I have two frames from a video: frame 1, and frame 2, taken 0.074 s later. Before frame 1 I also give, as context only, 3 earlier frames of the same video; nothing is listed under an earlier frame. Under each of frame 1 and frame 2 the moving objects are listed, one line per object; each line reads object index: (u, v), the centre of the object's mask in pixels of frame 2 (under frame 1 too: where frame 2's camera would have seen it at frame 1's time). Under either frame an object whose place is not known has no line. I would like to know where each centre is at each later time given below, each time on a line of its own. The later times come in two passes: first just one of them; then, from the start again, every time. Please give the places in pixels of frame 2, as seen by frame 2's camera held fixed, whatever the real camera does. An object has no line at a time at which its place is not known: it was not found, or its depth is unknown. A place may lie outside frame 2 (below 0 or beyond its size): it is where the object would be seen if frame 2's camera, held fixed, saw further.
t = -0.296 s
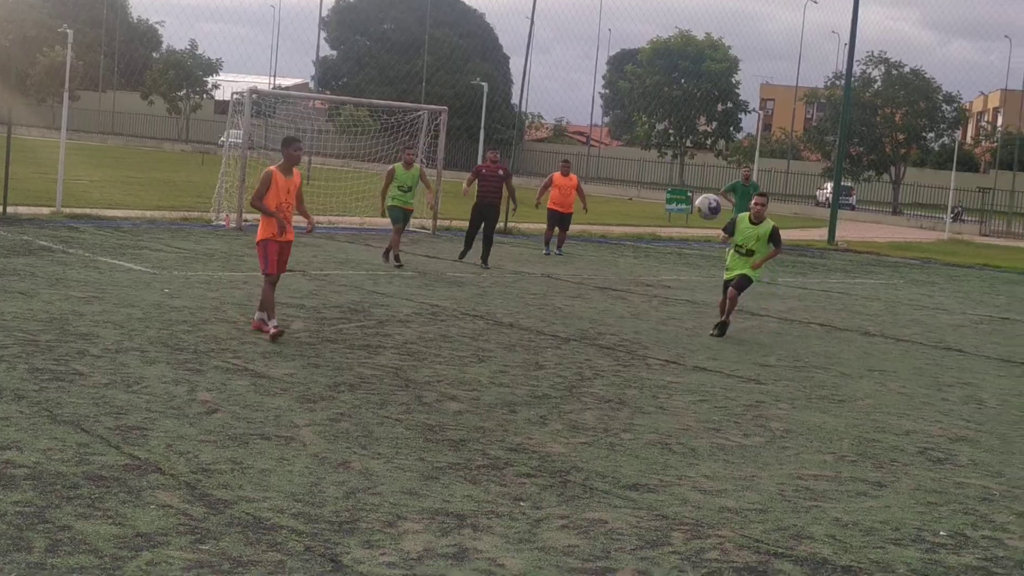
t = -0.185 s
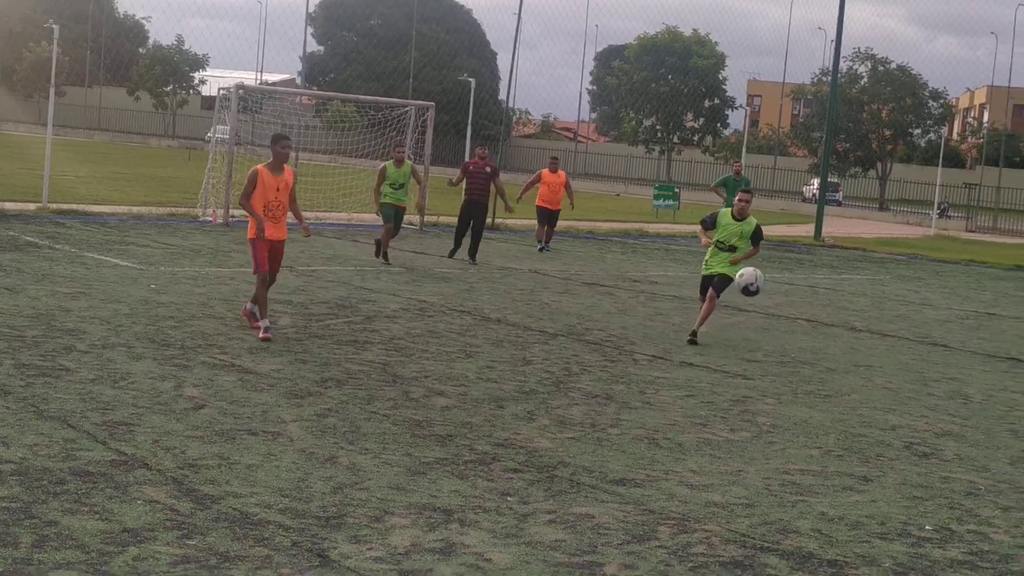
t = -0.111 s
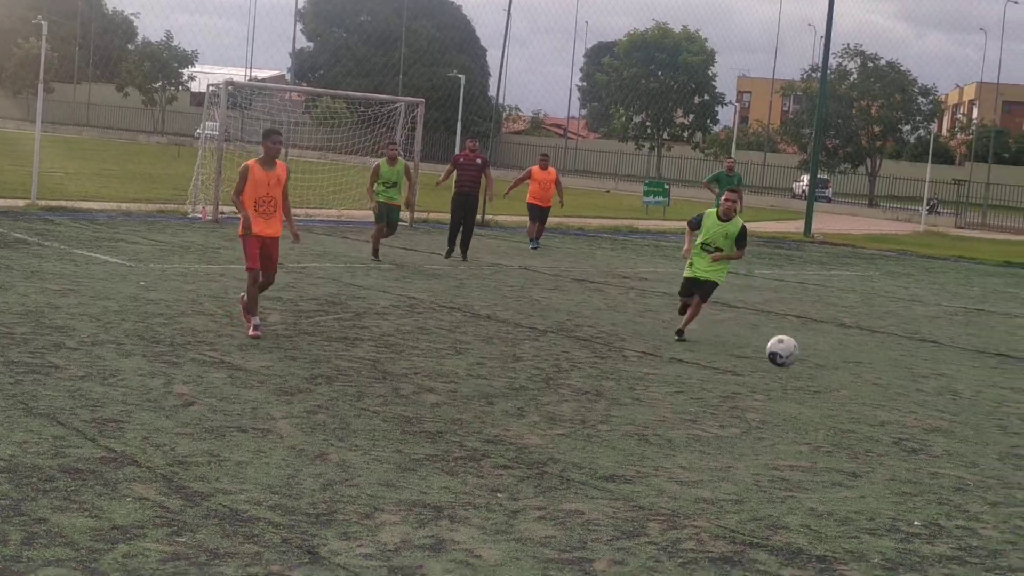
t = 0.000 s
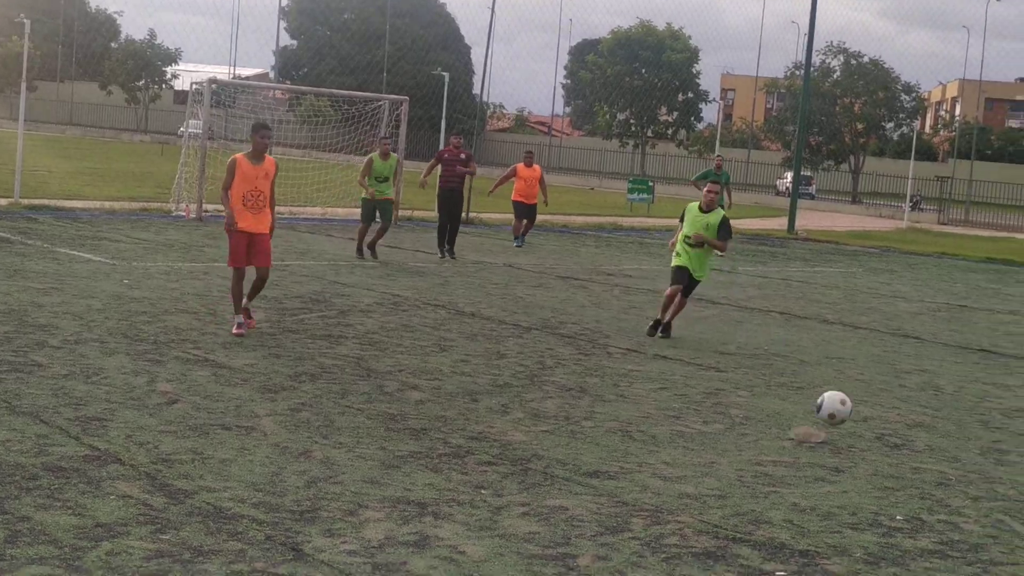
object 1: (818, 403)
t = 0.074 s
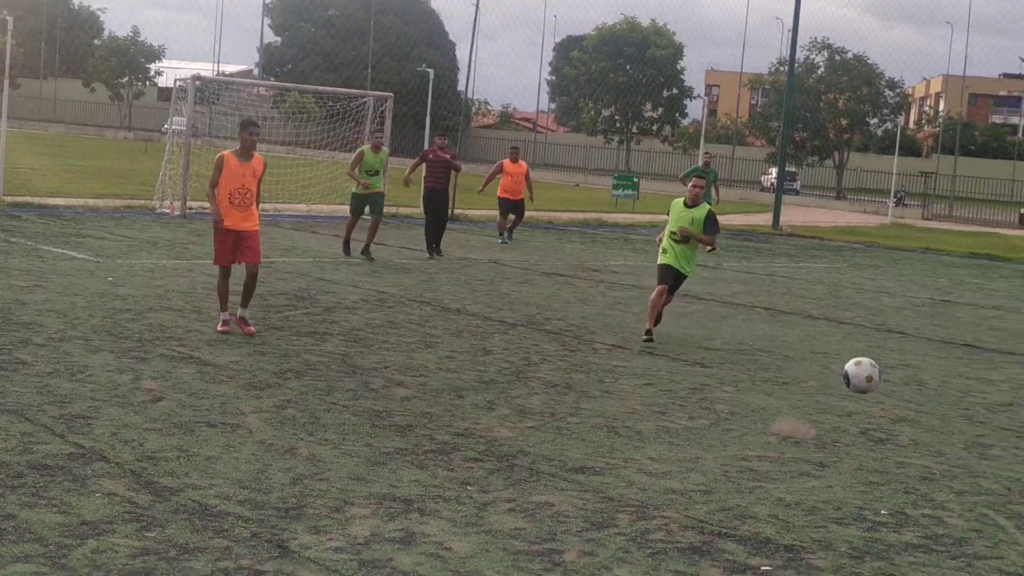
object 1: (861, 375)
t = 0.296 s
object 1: (1018, 342)
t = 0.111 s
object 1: (884, 365)
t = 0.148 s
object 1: (908, 354)
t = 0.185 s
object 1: (933, 349)
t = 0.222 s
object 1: (960, 342)
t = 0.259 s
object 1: (988, 340)
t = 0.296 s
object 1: (1018, 342)
